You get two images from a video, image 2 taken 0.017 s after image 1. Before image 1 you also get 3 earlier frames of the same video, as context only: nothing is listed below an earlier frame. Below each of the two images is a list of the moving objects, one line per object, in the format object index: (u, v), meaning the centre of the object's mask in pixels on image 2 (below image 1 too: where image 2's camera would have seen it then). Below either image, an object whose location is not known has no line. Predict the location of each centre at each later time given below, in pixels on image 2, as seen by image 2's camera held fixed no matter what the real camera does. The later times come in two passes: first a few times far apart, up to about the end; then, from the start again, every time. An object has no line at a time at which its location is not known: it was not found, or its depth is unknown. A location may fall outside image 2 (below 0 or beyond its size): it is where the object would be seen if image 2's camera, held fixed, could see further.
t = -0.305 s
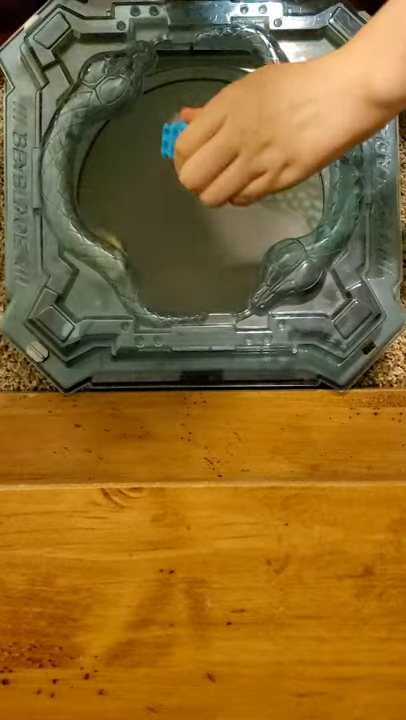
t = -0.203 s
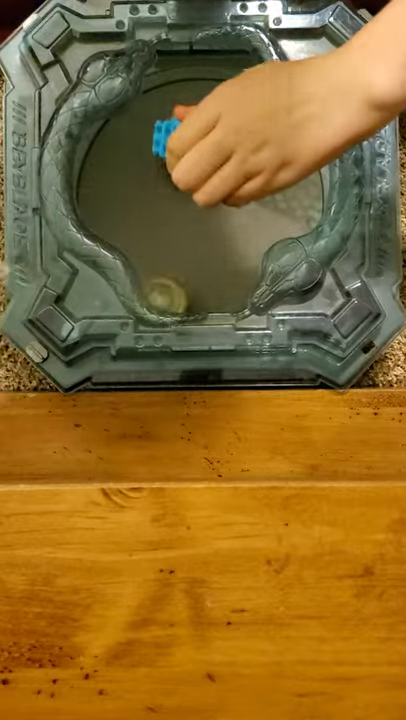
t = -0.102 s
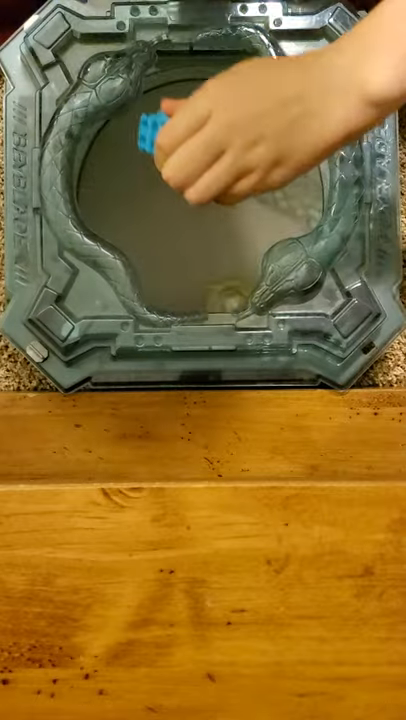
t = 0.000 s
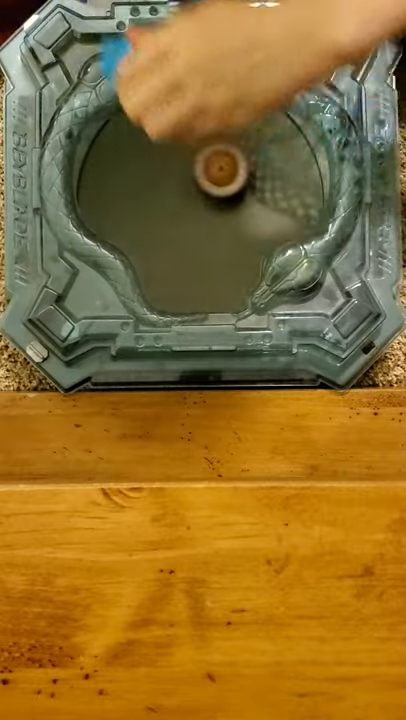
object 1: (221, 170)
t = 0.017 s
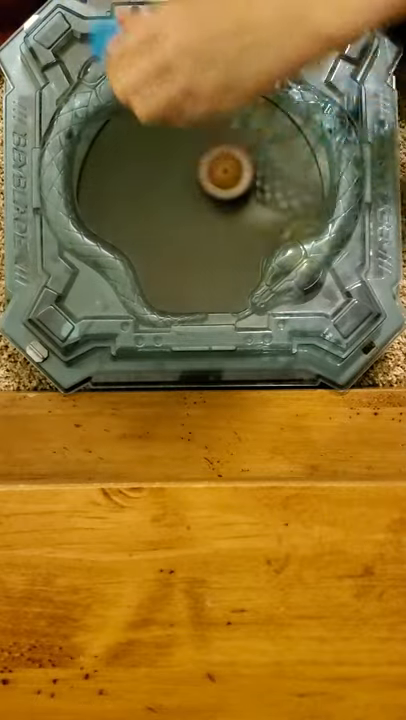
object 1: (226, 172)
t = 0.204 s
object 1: (270, 194)
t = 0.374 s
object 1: (277, 192)
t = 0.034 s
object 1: (230, 175)
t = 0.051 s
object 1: (235, 177)
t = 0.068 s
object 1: (239, 180)
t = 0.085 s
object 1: (244, 183)
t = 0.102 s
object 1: (249, 185)
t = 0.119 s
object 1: (253, 187)
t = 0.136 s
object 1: (257, 188)
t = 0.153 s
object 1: (261, 190)
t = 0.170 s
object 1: (264, 192)
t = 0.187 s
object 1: (267, 193)
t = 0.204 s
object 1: (270, 194)
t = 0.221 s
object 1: (272, 195)
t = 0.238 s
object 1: (274, 195)
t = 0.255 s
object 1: (276, 196)
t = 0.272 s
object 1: (277, 196)
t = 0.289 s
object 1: (278, 196)
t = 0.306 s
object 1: (279, 196)
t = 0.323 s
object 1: (279, 195)
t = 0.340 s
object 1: (279, 195)
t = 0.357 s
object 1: (278, 194)
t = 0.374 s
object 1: (277, 192)
